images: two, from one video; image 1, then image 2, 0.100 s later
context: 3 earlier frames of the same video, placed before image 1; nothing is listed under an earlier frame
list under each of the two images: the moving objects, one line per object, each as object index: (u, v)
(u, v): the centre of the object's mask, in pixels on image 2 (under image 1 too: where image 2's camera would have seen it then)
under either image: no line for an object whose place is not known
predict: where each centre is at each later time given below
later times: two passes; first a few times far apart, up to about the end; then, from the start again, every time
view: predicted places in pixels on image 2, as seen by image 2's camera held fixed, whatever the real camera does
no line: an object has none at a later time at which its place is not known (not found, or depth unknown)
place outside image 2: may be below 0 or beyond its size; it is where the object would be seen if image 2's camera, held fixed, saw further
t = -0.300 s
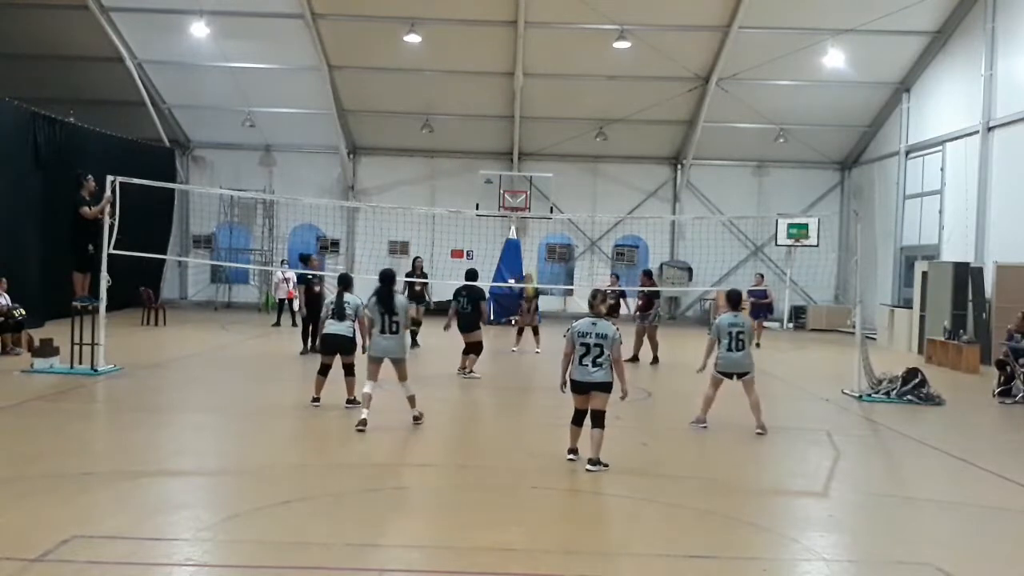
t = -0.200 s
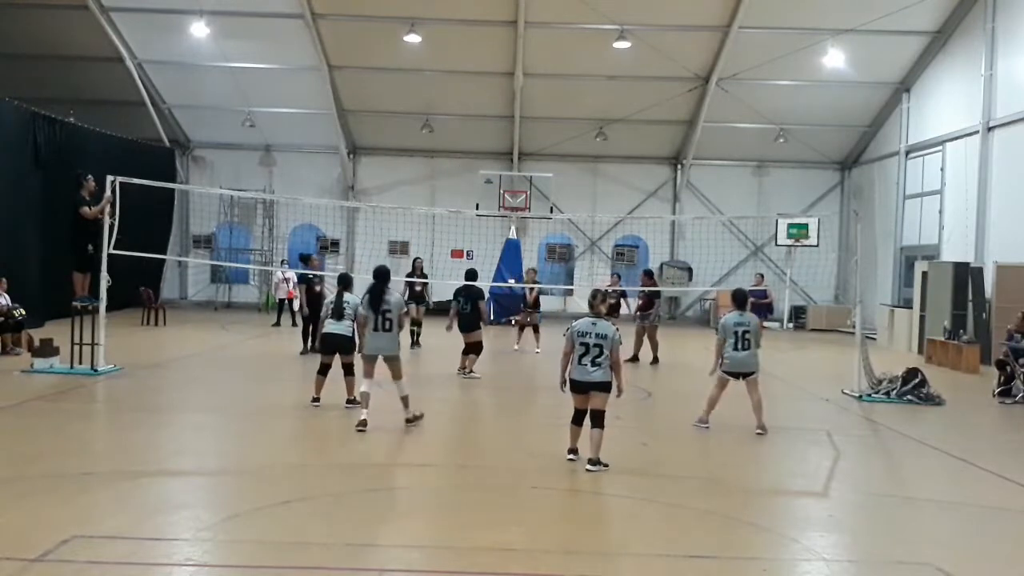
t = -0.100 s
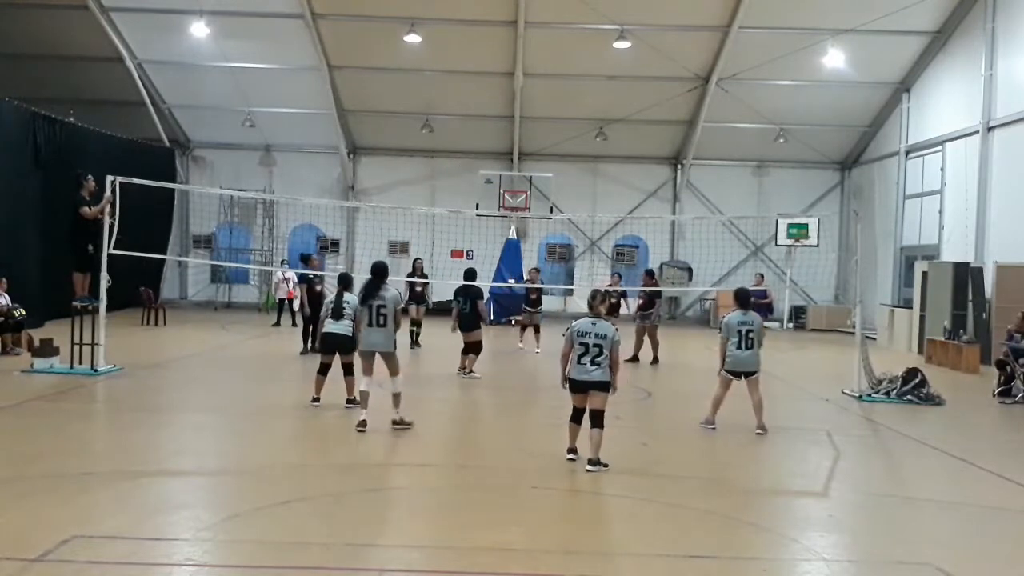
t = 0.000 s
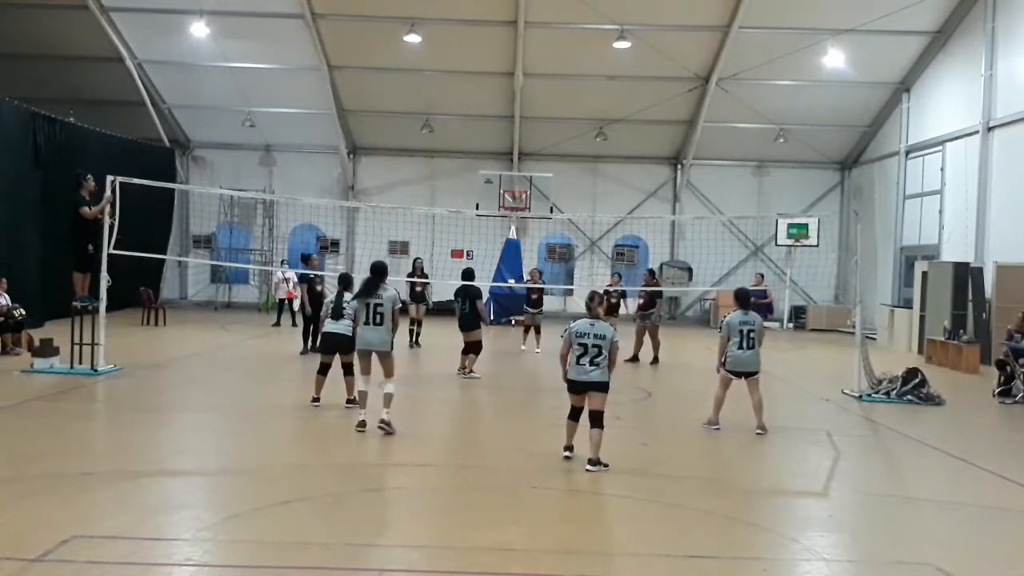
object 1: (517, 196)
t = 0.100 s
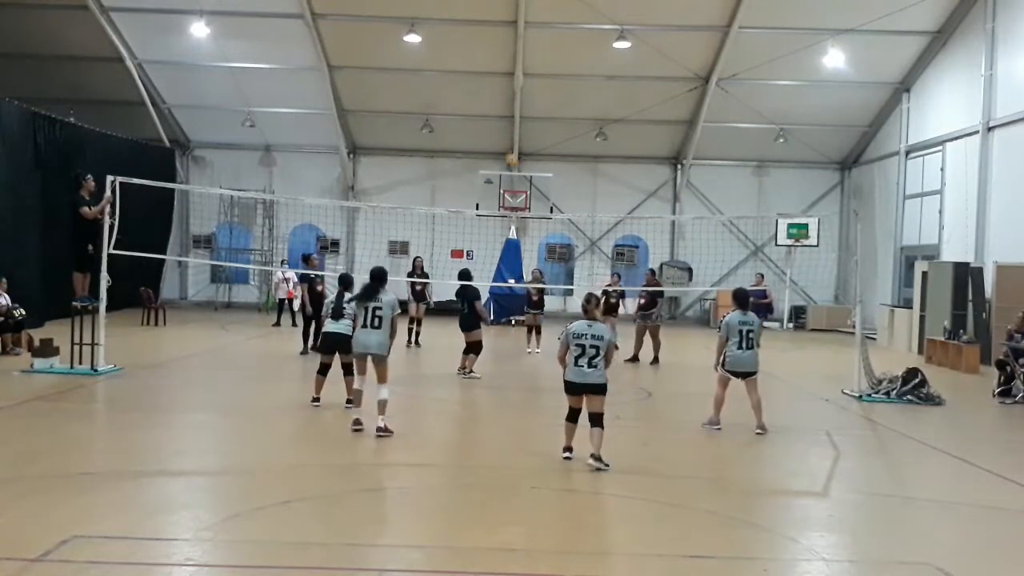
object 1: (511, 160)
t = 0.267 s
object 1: (498, 116)
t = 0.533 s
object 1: (475, 73)
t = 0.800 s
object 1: (437, 78)
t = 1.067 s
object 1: (388, 166)
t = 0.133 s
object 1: (508, 151)
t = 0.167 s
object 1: (505, 144)
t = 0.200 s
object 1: (504, 131)
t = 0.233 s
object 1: (501, 122)
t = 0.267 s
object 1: (498, 116)
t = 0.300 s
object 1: (495, 107)
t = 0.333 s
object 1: (492, 99)
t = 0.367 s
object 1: (490, 93)
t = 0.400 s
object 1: (488, 87)
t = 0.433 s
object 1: (484, 82)
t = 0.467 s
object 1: (481, 78)
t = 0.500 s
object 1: (477, 74)
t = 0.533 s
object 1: (475, 73)
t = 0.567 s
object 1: (469, 68)
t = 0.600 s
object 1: (466, 68)
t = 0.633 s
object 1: (461, 66)
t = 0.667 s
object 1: (456, 67)
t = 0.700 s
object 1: (451, 68)
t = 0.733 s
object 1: (446, 70)
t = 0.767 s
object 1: (442, 74)
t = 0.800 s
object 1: (437, 78)
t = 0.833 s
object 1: (431, 84)
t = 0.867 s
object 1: (426, 91)
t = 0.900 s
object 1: (420, 102)
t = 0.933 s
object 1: (413, 114)
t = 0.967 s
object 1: (410, 122)
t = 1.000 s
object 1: (401, 138)
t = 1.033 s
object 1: (395, 150)
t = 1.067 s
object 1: (388, 166)
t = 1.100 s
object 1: (382, 185)
